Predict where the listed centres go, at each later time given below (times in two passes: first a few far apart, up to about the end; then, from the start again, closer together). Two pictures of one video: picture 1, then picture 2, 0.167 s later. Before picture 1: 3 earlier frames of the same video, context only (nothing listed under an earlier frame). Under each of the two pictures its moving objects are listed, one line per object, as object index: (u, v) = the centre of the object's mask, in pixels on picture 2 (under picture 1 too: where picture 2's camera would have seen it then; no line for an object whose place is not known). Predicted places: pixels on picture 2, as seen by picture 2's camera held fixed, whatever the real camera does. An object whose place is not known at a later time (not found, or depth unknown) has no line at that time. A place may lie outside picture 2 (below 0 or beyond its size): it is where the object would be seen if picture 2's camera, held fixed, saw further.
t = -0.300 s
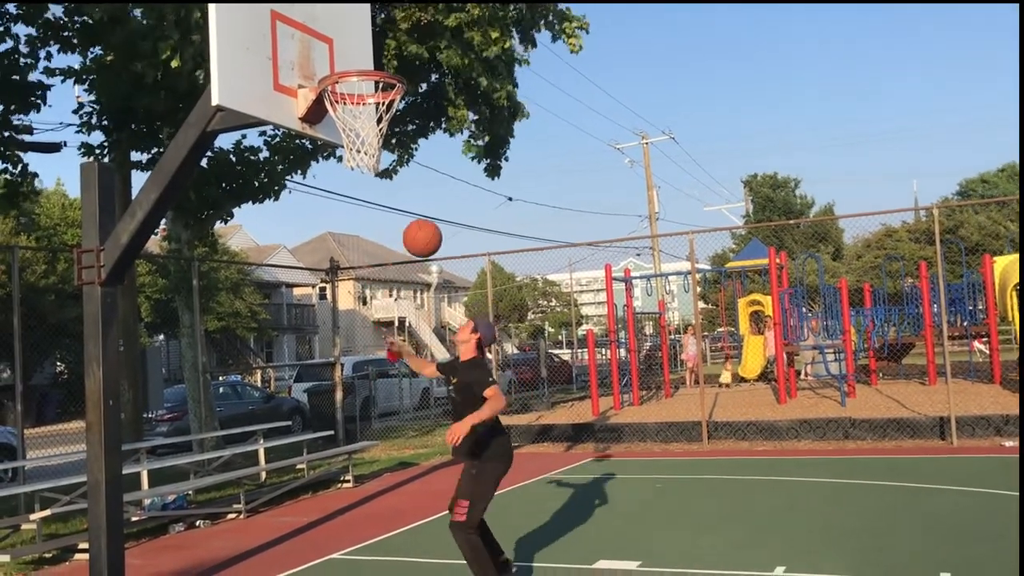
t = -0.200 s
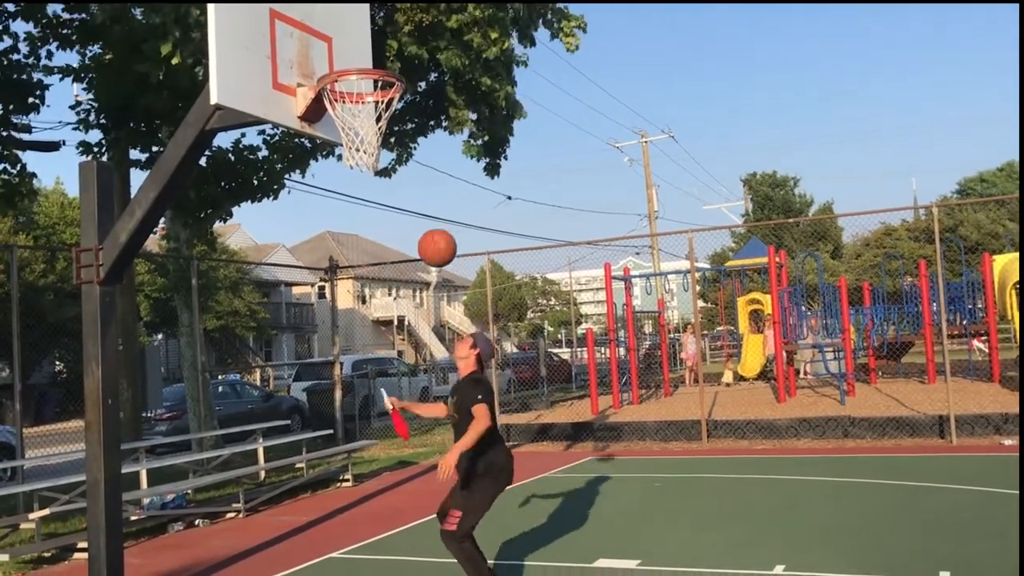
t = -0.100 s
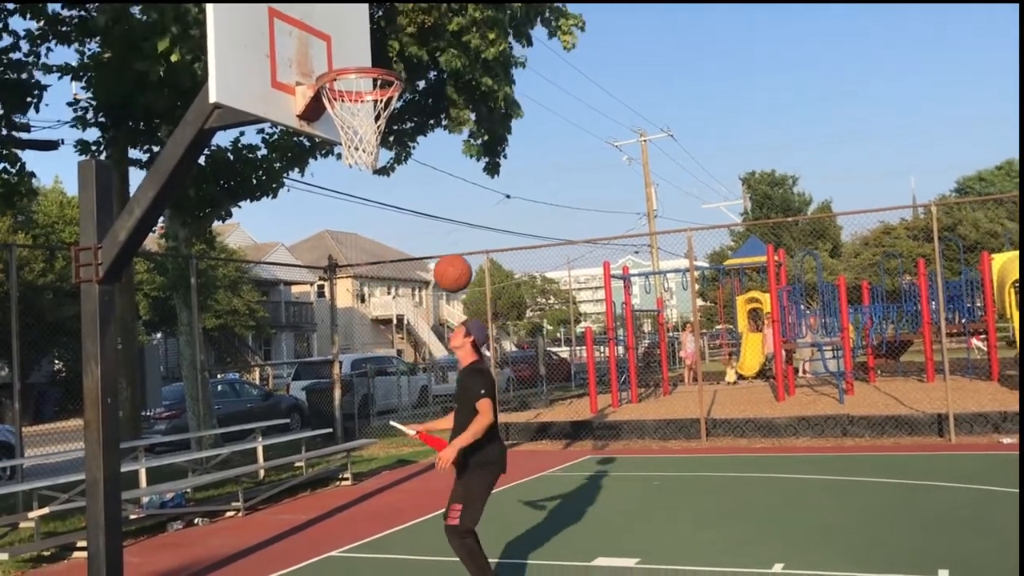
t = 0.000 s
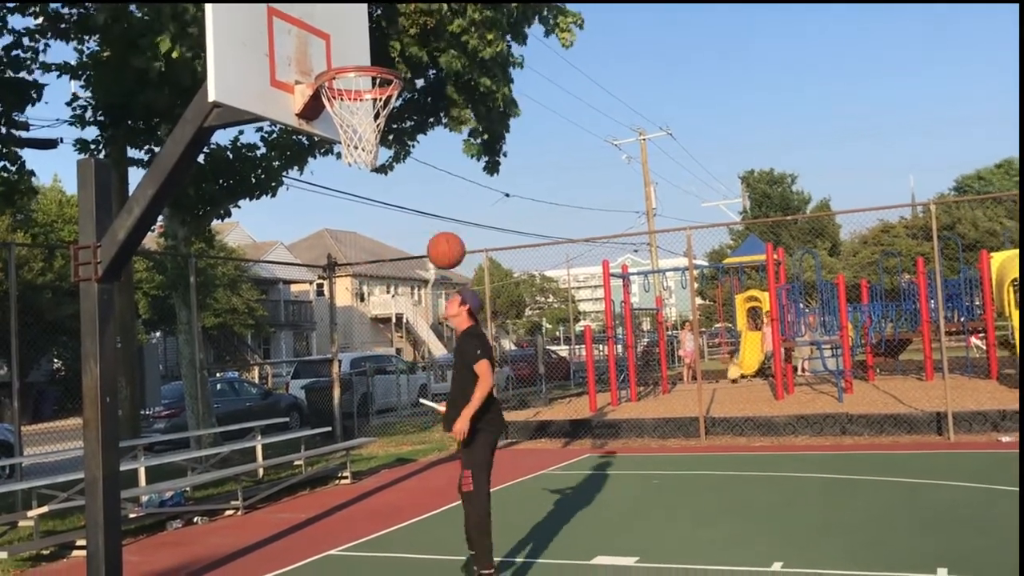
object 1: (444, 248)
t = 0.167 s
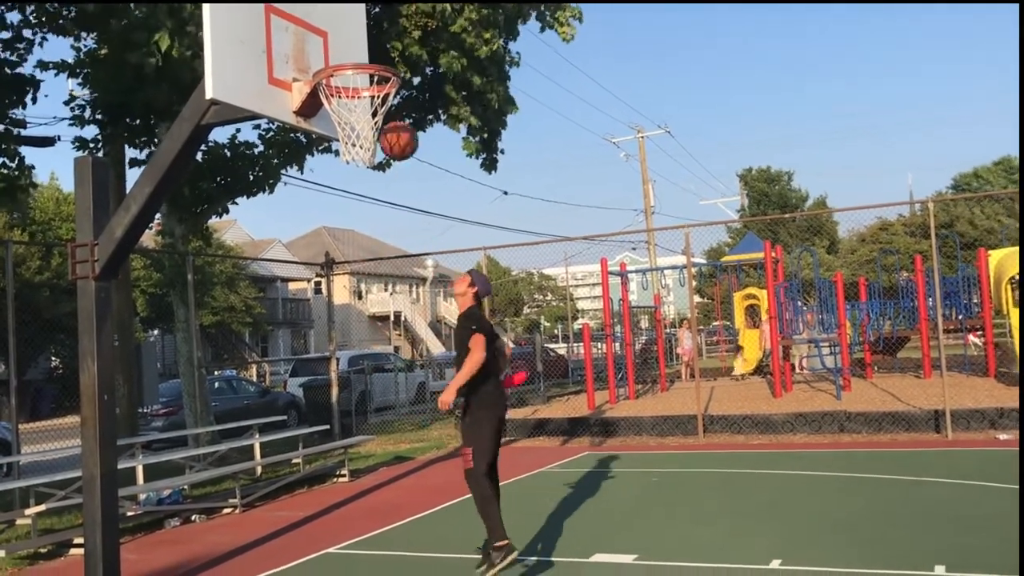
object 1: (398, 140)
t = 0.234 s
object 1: (386, 112)
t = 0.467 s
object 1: (347, 51)
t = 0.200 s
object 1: (394, 126)
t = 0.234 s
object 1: (386, 112)
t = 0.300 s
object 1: (362, 81)
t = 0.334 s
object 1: (354, 74)
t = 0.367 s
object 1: (348, 64)
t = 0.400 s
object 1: (348, 59)
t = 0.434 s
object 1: (348, 52)
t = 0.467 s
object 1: (347, 51)
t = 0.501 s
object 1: (348, 51)
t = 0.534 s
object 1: (348, 52)
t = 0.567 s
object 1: (349, 59)
